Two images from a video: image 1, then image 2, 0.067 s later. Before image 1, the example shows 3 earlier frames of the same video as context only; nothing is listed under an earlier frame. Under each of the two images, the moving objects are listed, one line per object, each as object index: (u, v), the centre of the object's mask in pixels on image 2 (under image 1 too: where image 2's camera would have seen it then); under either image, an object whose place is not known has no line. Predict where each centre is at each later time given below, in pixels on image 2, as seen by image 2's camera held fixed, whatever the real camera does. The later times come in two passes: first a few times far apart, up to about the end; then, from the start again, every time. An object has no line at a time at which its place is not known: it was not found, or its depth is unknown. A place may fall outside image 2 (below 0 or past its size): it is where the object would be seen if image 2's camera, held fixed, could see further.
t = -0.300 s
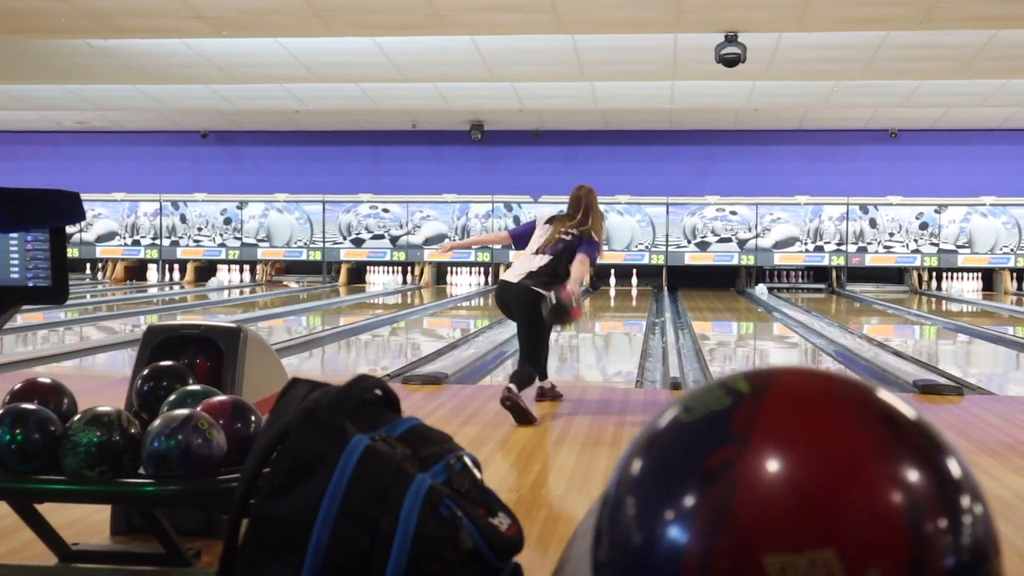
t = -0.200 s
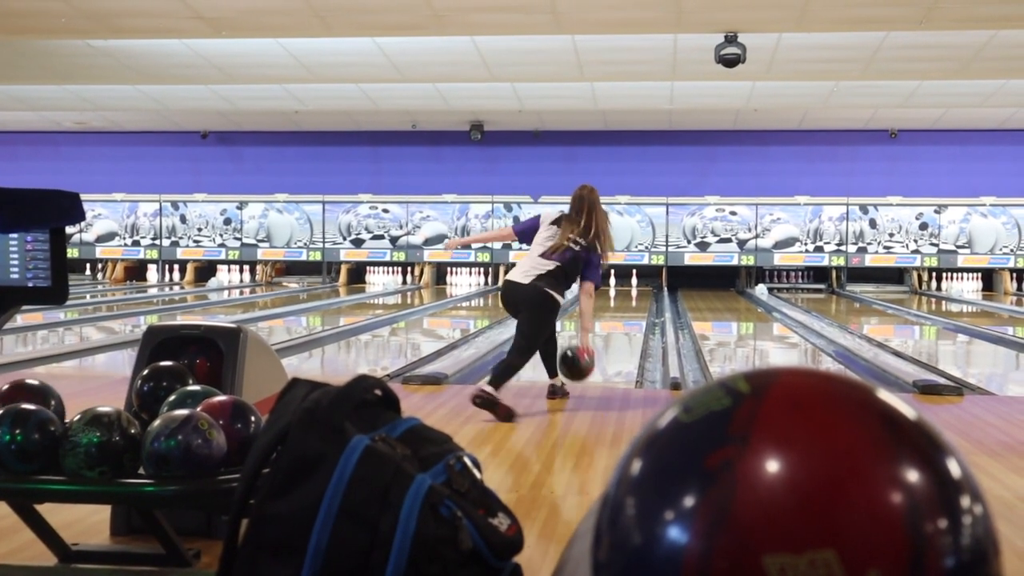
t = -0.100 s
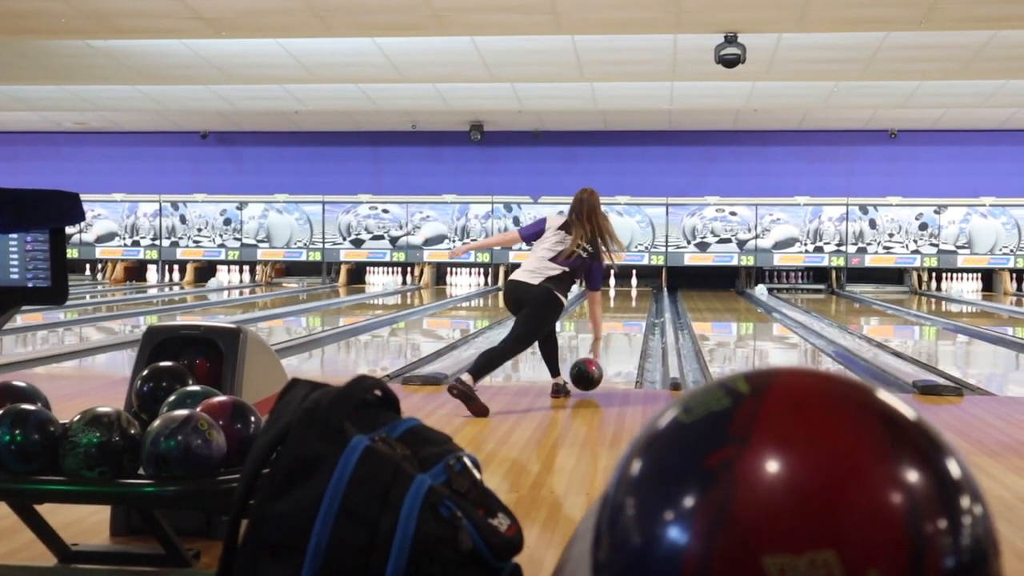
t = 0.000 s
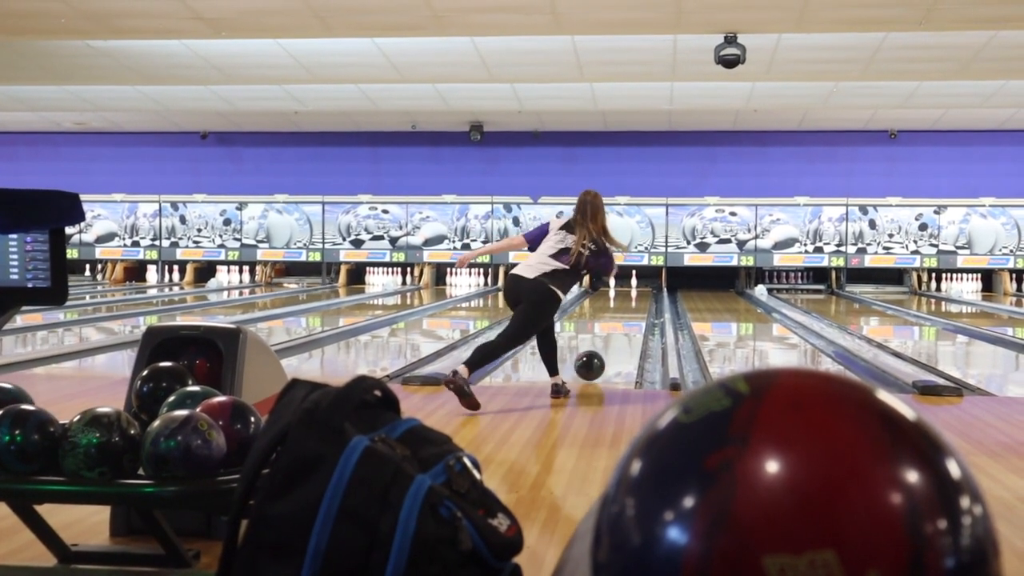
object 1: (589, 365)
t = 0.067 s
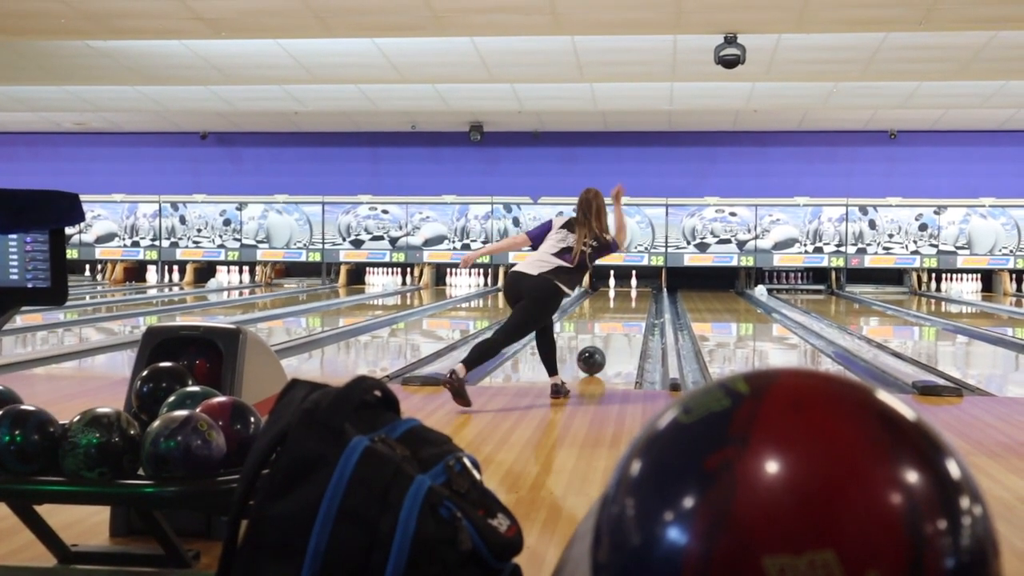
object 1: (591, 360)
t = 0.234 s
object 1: (595, 347)
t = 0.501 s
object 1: (599, 331)
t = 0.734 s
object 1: (602, 320)
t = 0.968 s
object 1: (603, 312)
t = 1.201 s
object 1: (605, 305)
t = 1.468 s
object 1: (606, 299)
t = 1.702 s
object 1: (607, 295)
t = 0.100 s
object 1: (592, 357)
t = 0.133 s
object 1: (593, 354)
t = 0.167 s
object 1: (593, 352)
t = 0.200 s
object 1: (594, 349)
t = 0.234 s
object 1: (595, 347)
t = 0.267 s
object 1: (596, 345)
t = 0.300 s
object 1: (596, 342)
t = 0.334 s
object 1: (597, 340)
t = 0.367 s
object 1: (597, 338)
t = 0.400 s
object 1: (598, 336)
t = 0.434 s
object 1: (598, 334)
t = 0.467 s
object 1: (599, 332)
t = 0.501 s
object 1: (599, 331)
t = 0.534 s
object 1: (600, 329)
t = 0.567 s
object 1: (600, 327)
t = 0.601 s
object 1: (600, 326)
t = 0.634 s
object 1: (600, 324)
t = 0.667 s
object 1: (601, 323)
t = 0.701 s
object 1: (601, 321)
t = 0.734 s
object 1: (602, 320)
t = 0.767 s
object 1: (602, 319)
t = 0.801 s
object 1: (602, 318)
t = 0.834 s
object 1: (602, 316)
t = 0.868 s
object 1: (602, 316)
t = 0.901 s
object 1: (603, 314)
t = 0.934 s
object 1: (603, 313)
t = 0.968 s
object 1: (603, 312)
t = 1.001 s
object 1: (604, 311)
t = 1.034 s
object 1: (604, 310)
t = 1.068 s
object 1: (604, 309)
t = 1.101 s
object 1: (605, 308)
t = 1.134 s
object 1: (604, 307)
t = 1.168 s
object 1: (604, 306)
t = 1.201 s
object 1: (605, 305)
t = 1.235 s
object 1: (605, 304)
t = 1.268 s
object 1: (605, 303)
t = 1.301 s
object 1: (605, 303)
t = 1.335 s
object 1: (605, 302)
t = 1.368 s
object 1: (605, 302)
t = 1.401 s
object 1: (606, 301)
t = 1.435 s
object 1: (606, 300)
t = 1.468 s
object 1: (606, 299)
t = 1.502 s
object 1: (606, 299)
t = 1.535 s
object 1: (606, 298)
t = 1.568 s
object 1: (606, 297)
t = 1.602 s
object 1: (606, 297)
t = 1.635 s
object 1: (606, 296)
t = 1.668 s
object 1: (607, 295)
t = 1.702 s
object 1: (607, 295)
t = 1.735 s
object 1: (607, 294)
